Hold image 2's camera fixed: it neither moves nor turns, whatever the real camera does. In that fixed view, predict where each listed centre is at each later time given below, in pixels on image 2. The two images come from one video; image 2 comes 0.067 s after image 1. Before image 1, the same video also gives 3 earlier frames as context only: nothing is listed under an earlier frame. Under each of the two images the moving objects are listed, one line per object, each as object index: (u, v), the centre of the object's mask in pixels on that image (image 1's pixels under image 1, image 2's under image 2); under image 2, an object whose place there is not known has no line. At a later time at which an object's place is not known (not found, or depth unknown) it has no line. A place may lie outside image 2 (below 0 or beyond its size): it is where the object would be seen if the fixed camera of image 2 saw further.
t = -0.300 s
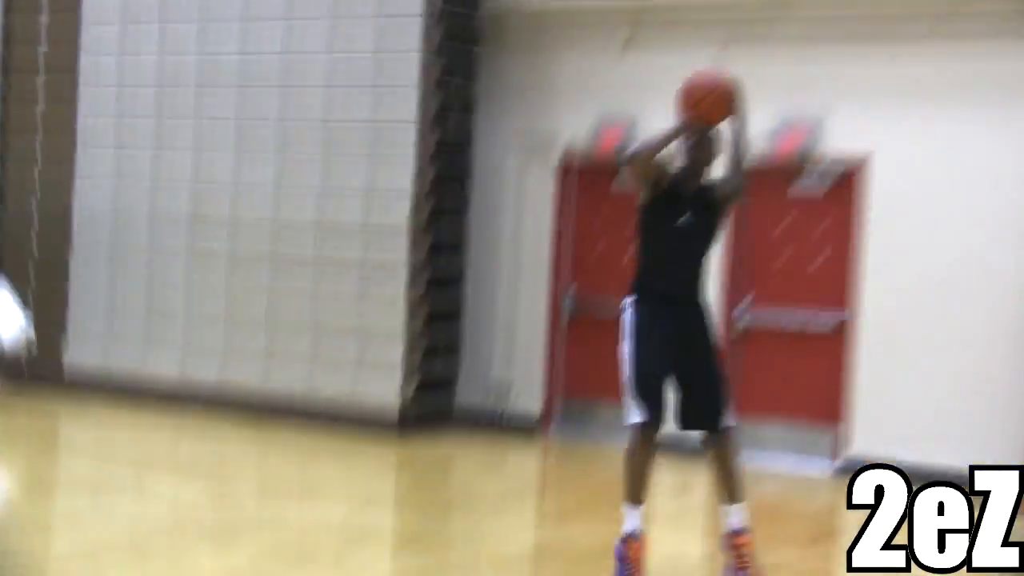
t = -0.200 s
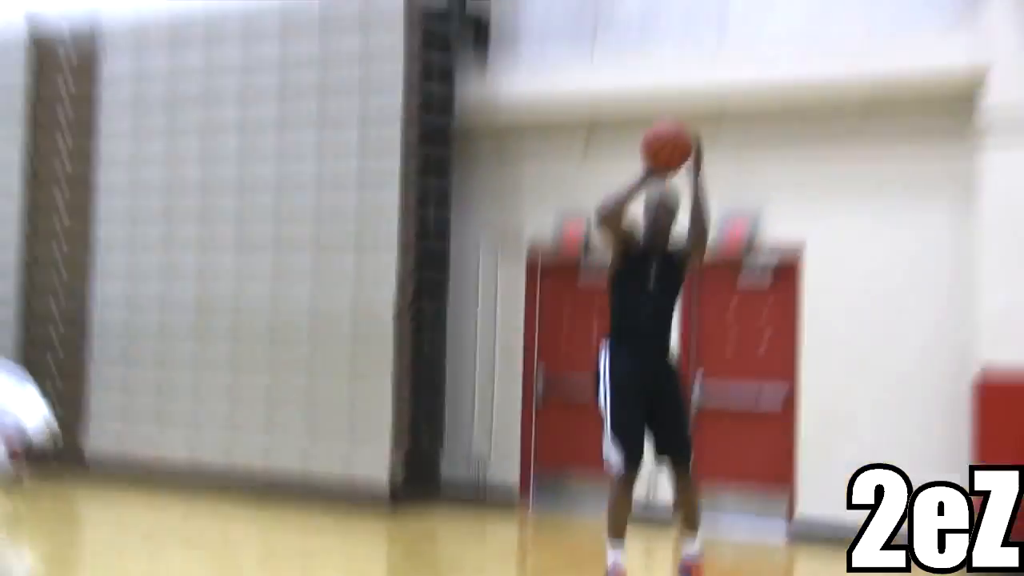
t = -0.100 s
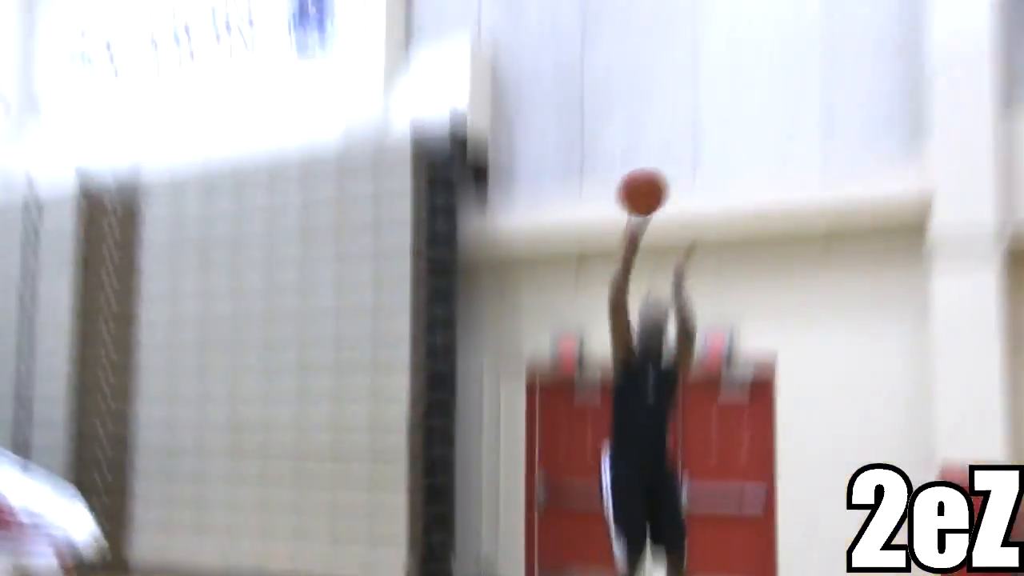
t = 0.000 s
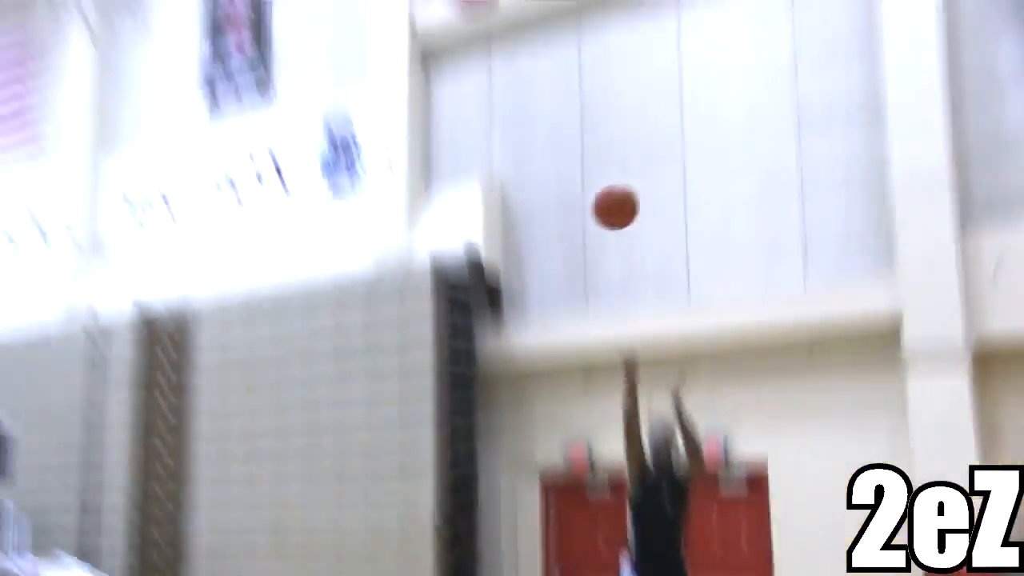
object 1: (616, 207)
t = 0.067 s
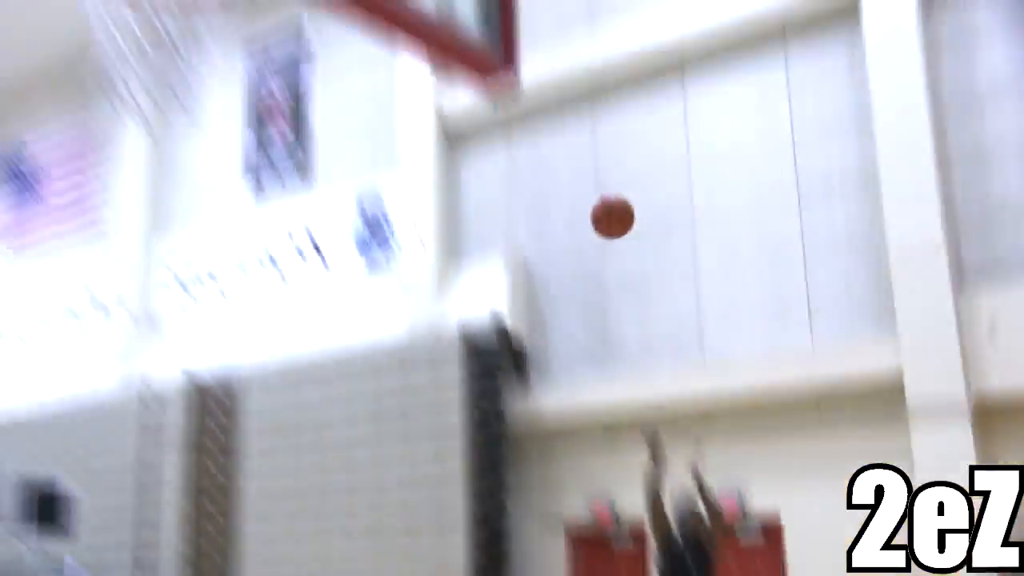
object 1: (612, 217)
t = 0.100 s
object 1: (603, 190)
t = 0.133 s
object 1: (594, 163)
